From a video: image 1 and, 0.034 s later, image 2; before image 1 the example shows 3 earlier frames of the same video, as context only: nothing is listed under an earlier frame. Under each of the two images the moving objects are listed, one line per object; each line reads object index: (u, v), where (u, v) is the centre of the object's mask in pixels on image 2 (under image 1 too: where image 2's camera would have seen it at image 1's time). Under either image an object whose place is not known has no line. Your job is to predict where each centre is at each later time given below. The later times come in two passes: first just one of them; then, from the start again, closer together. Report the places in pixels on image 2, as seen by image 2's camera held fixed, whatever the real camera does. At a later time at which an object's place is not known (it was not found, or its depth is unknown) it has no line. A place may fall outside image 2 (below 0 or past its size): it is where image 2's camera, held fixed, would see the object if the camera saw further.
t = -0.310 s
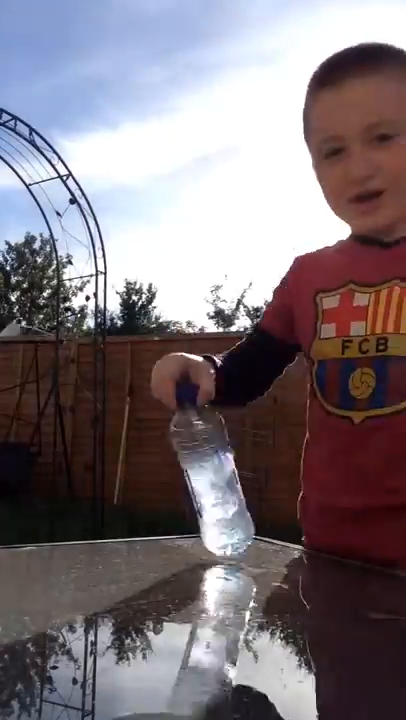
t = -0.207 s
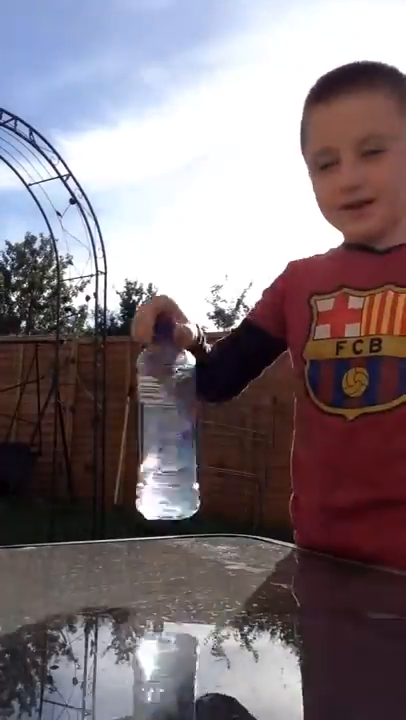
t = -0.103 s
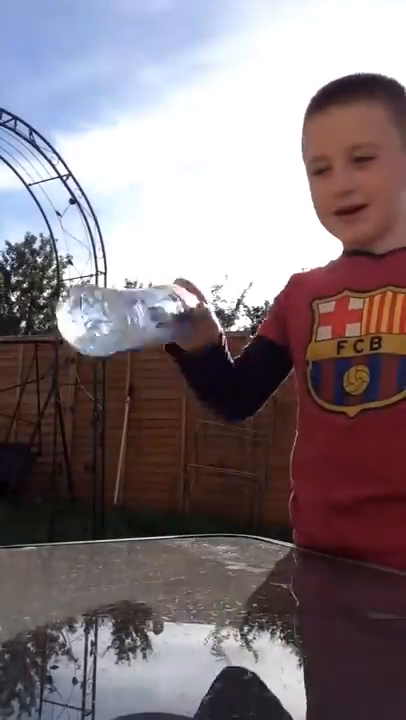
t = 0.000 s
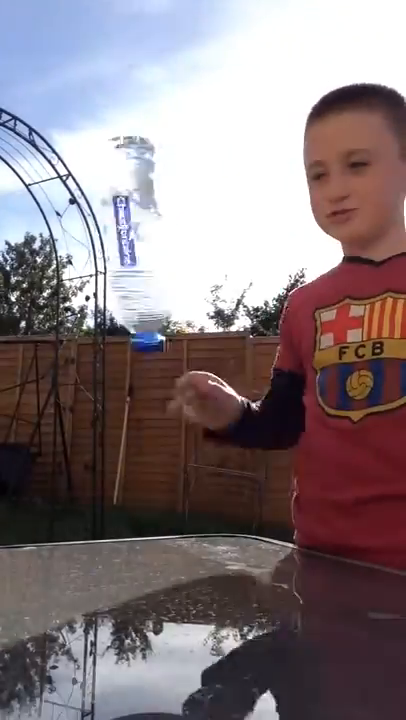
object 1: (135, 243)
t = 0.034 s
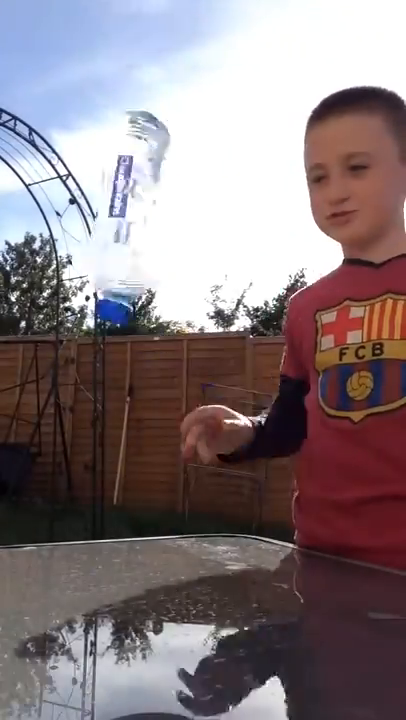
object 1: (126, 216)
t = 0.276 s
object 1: (160, 235)
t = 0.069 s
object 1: (116, 184)
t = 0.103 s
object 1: (114, 154)
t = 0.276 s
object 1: (160, 235)
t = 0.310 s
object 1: (170, 300)
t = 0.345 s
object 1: (176, 372)
